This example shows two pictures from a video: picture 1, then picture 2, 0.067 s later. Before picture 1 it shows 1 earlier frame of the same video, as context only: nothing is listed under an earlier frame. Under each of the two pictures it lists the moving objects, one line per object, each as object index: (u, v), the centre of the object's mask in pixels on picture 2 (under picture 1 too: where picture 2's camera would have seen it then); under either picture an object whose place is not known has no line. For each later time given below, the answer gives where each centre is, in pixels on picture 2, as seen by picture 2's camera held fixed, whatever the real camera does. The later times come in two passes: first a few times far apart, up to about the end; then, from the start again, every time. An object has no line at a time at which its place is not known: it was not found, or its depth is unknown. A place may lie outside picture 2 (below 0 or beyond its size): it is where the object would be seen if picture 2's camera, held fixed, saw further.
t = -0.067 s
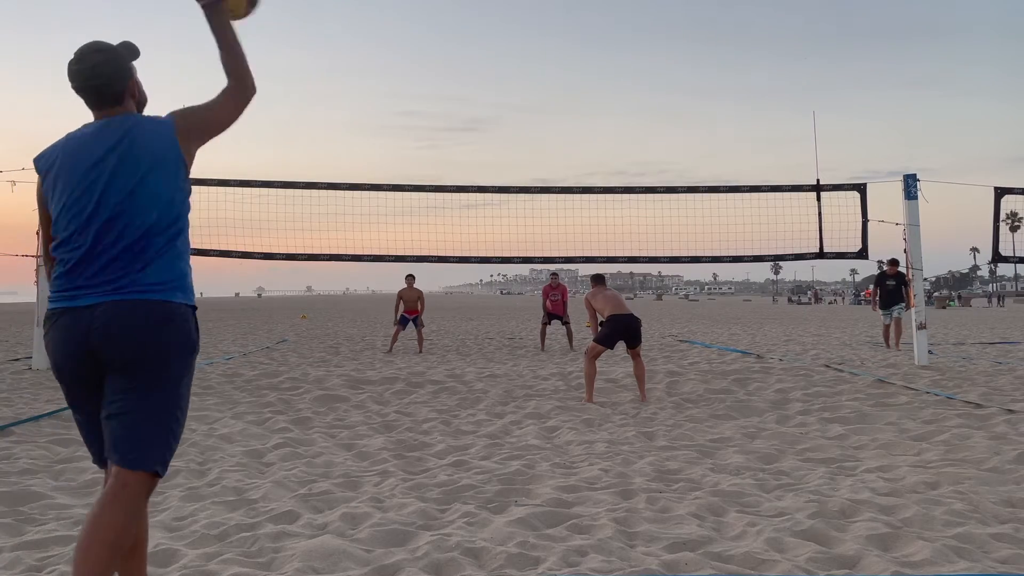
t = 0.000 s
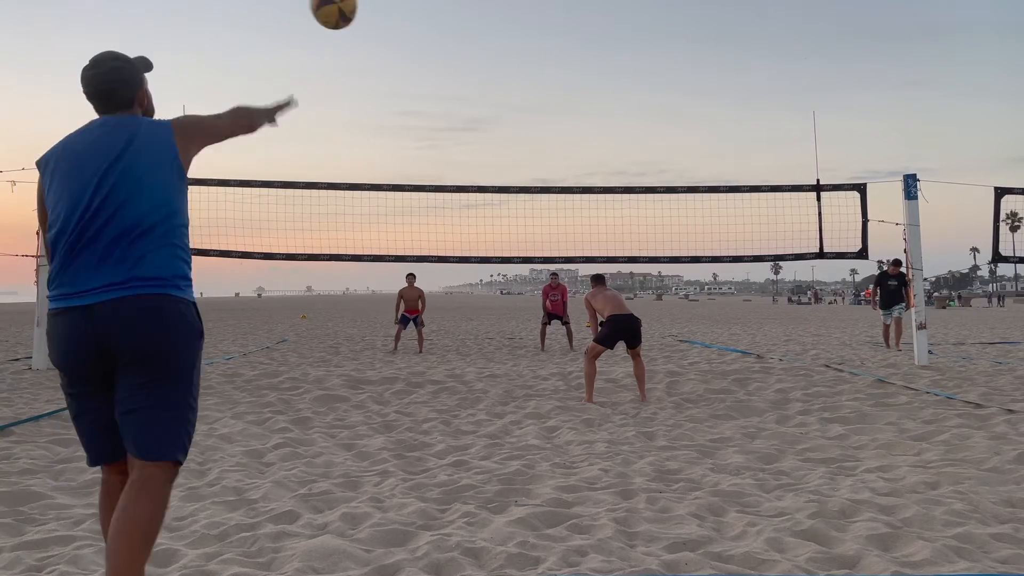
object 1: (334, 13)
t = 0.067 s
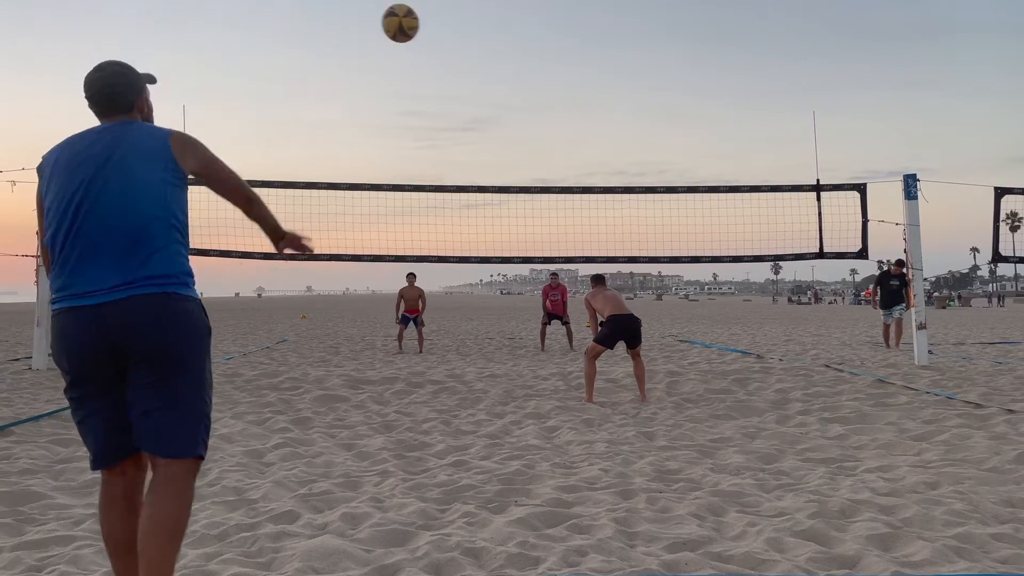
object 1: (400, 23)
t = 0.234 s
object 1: (497, 72)
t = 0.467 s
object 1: (566, 141)
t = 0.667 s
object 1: (603, 200)
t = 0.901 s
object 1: (631, 271)
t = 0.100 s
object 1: (426, 32)
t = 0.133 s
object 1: (447, 42)
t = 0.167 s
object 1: (466, 52)
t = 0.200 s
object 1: (483, 62)
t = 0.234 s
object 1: (497, 72)
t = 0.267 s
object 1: (510, 83)
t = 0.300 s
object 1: (522, 93)
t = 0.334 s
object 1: (532, 103)
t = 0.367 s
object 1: (542, 113)
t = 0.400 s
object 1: (550, 122)
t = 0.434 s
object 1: (558, 132)
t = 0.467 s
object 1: (566, 141)
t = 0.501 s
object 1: (573, 150)
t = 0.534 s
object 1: (579, 159)
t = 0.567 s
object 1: (586, 169)
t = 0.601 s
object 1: (592, 179)
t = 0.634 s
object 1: (597, 189)
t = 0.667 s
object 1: (603, 200)
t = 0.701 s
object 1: (607, 210)
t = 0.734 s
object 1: (612, 220)
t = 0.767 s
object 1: (616, 230)
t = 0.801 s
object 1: (620, 240)
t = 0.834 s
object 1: (624, 250)
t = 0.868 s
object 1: (628, 265)
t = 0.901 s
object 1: (631, 271)
